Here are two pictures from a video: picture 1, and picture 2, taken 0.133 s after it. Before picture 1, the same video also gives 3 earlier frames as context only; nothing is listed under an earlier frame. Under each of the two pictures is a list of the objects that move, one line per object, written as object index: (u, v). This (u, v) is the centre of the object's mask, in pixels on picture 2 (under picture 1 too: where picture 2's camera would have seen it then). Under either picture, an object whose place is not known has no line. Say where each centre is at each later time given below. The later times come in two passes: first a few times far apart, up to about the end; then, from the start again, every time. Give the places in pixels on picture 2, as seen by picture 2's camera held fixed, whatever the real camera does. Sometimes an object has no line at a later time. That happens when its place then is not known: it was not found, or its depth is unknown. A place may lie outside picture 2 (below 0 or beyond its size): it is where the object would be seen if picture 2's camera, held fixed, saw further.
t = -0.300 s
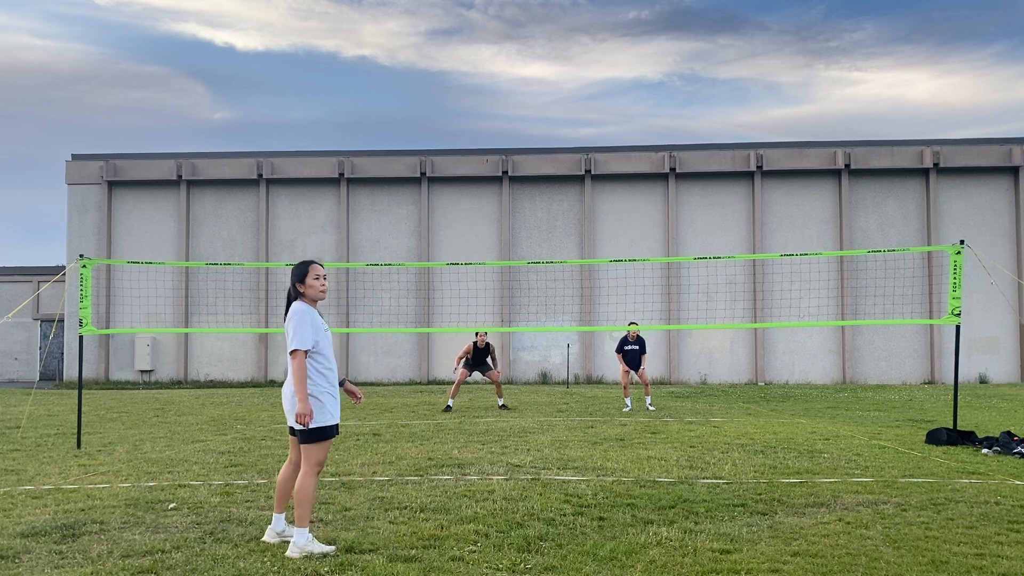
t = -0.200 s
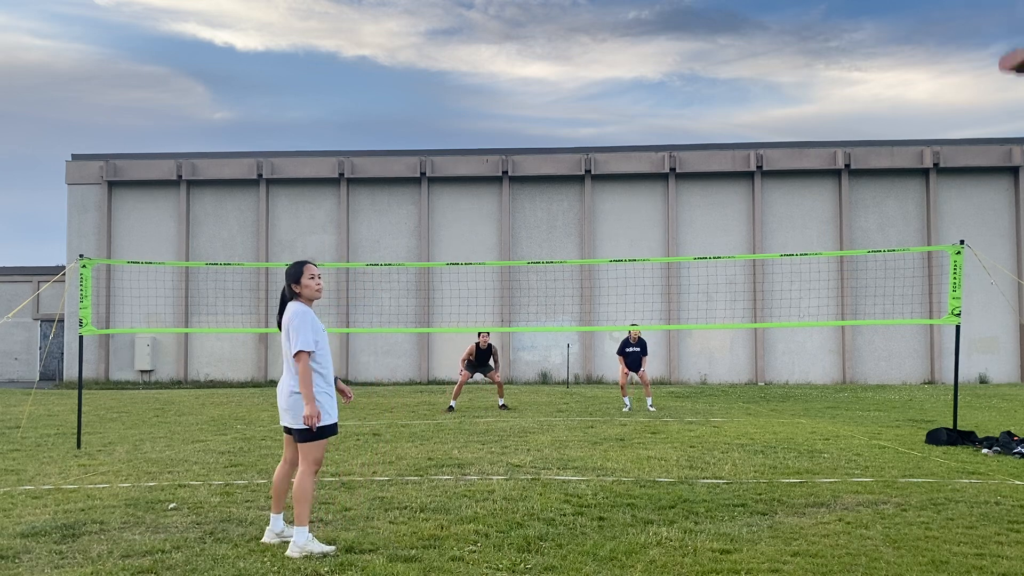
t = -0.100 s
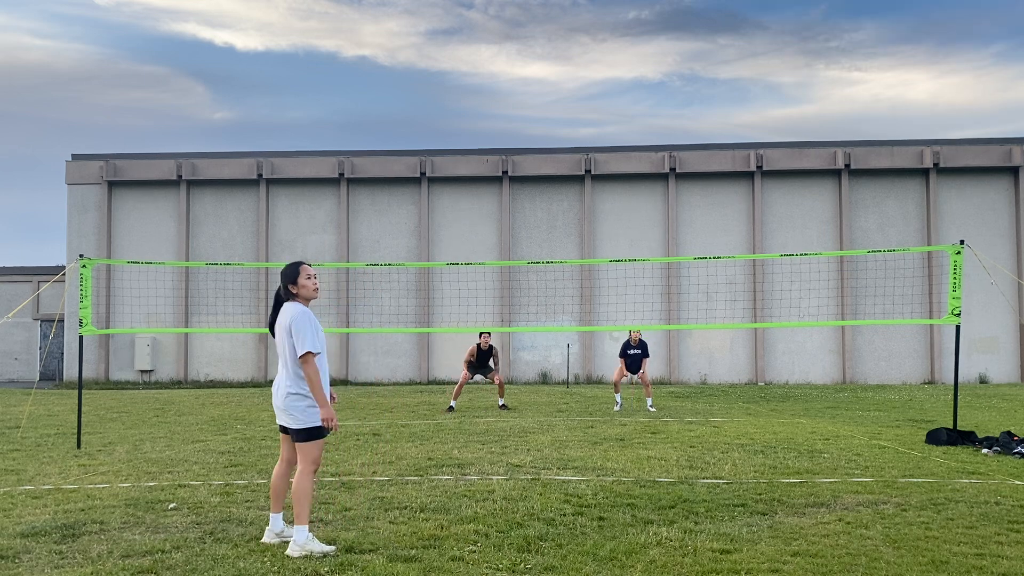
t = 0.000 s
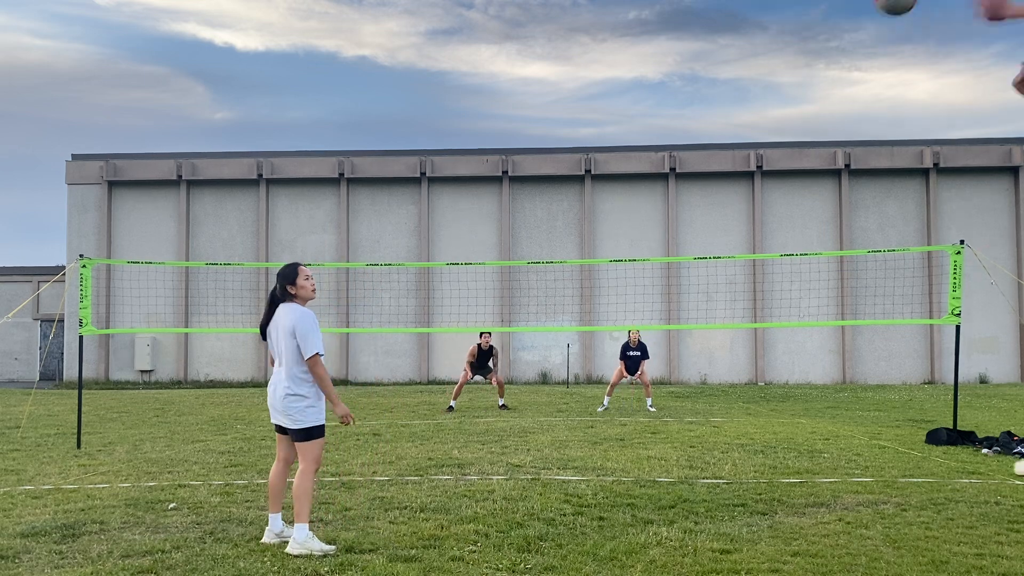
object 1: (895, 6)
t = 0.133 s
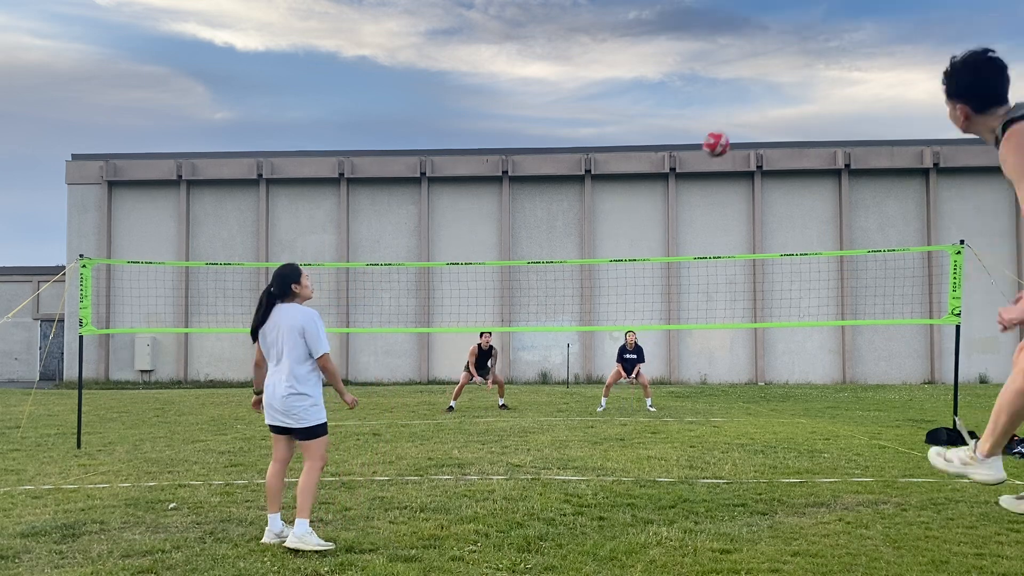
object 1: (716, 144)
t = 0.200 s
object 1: (670, 190)
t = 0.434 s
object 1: (584, 307)
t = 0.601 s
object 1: (552, 371)
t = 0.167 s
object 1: (691, 168)
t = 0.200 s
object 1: (670, 190)
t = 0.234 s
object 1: (652, 210)
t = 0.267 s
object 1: (637, 229)
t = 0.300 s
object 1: (624, 246)
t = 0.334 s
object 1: (612, 263)
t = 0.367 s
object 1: (601, 278)
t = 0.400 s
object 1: (592, 293)
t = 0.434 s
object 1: (584, 307)
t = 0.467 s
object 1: (577, 321)
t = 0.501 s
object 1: (570, 335)
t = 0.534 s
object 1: (564, 347)
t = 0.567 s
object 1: (558, 359)
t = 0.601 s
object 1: (552, 371)
